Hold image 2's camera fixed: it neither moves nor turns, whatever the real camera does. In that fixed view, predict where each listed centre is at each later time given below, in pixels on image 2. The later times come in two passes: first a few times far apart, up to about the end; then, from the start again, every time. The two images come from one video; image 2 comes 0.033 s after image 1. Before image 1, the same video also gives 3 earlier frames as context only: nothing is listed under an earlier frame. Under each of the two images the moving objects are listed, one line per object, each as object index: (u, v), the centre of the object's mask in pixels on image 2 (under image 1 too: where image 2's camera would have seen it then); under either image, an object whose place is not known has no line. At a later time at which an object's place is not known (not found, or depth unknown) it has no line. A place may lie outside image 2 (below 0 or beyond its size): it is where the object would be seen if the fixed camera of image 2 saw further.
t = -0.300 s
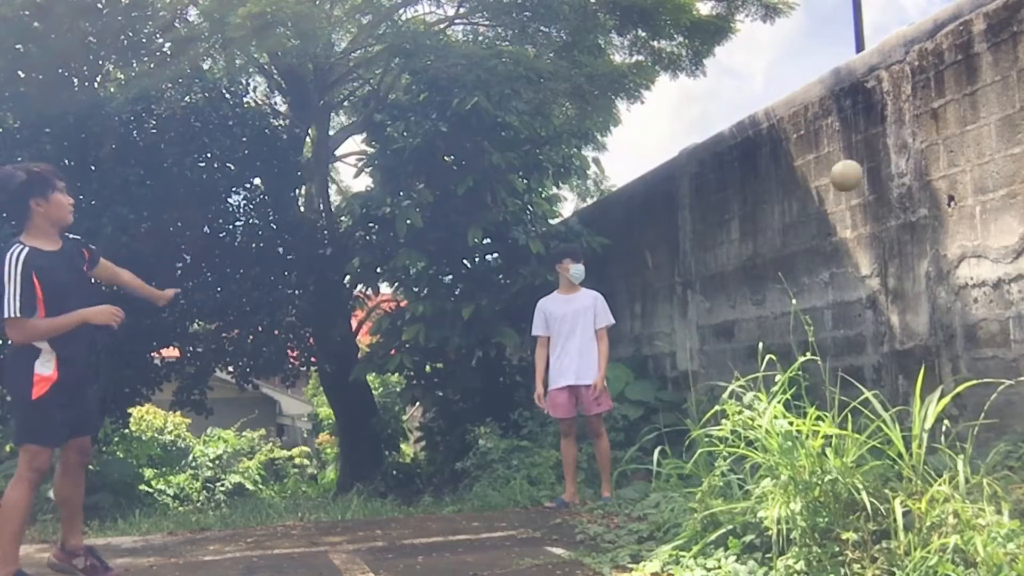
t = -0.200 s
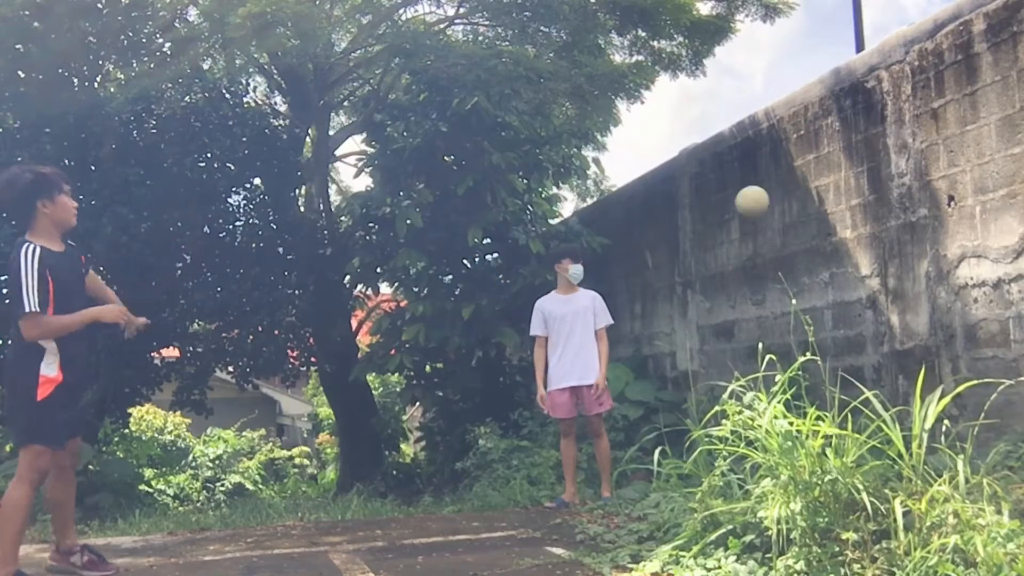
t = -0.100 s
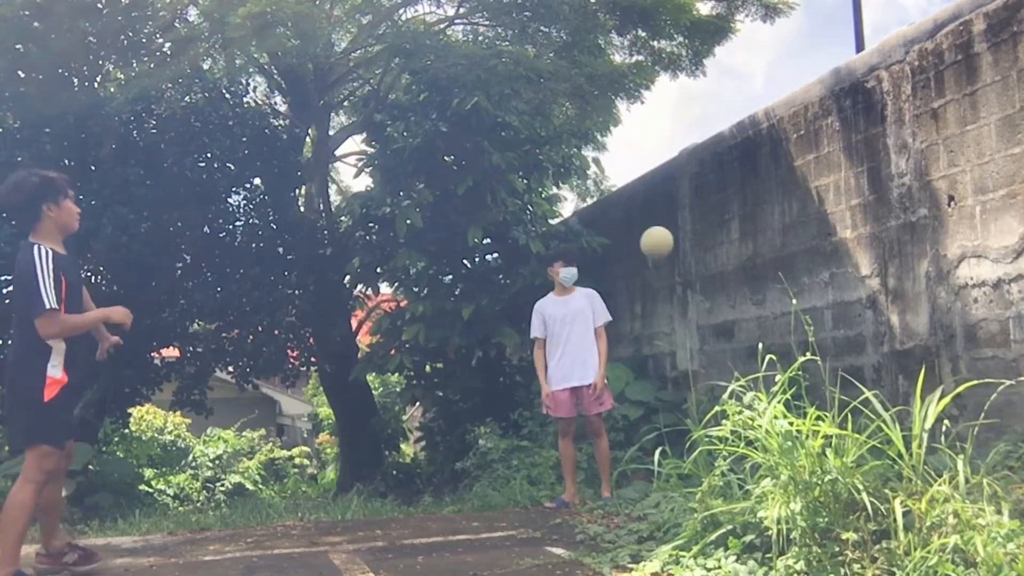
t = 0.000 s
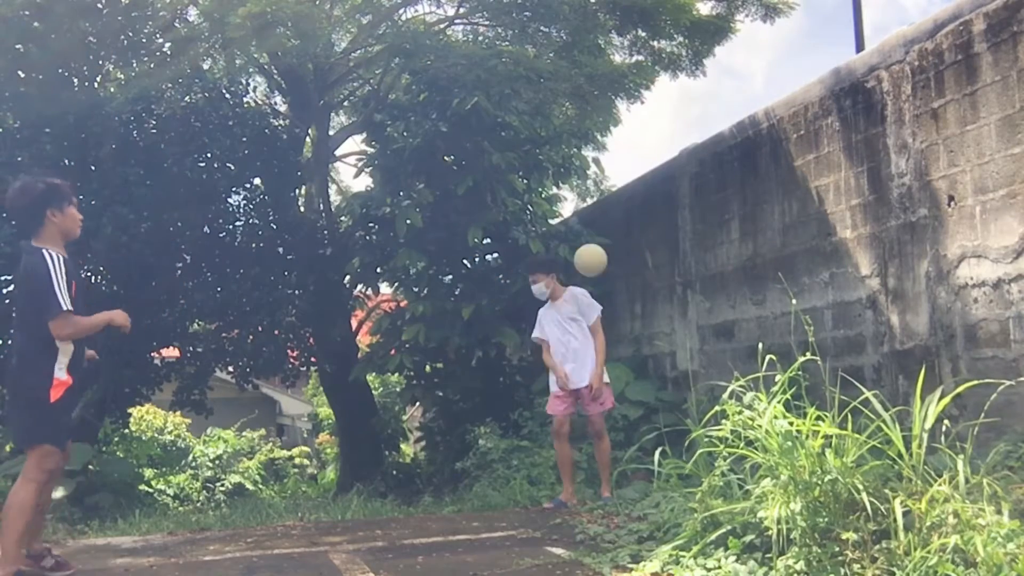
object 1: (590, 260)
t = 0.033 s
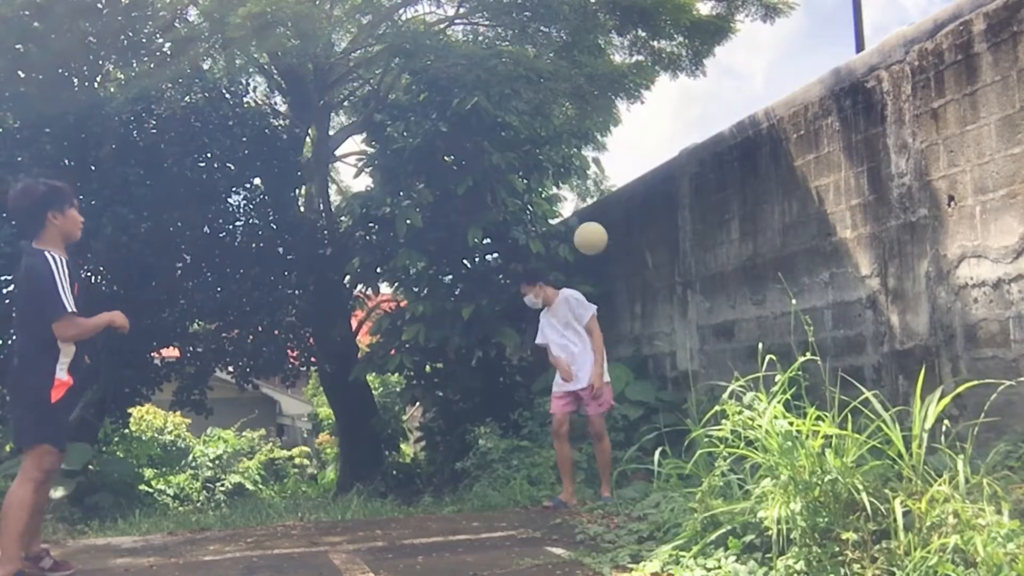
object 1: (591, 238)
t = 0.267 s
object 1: (595, 128)
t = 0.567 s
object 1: (608, 106)
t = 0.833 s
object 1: (629, 222)
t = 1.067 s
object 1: (656, 459)
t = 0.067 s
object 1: (591, 218)
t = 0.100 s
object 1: (592, 199)
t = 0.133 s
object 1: (592, 182)
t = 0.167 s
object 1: (592, 166)
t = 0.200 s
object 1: (593, 152)
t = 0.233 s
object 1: (594, 139)
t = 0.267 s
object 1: (595, 128)
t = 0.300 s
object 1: (597, 119)
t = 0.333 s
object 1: (598, 112)
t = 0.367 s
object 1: (599, 106)
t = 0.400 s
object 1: (600, 101)
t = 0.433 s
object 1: (602, 99)
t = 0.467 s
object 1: (603, 96)
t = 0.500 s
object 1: (604, 98)
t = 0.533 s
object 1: (606, 101)
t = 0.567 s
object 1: (608, 106)
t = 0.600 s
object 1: (610, 113)
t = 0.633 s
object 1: (612, 122)
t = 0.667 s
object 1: (614, 133)
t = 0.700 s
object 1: (617, 147)
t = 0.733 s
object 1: (620, 162)
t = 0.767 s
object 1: (623, 180)
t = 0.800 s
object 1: (626, 200)
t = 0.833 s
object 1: (629, 222)
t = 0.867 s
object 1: (632, 247)
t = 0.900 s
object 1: (635, 276)
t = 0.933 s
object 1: (639, 306)
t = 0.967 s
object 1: (643, 340)
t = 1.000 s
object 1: (648, 377)
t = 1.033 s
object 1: (652, 416)
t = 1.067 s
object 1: (656, 459)
